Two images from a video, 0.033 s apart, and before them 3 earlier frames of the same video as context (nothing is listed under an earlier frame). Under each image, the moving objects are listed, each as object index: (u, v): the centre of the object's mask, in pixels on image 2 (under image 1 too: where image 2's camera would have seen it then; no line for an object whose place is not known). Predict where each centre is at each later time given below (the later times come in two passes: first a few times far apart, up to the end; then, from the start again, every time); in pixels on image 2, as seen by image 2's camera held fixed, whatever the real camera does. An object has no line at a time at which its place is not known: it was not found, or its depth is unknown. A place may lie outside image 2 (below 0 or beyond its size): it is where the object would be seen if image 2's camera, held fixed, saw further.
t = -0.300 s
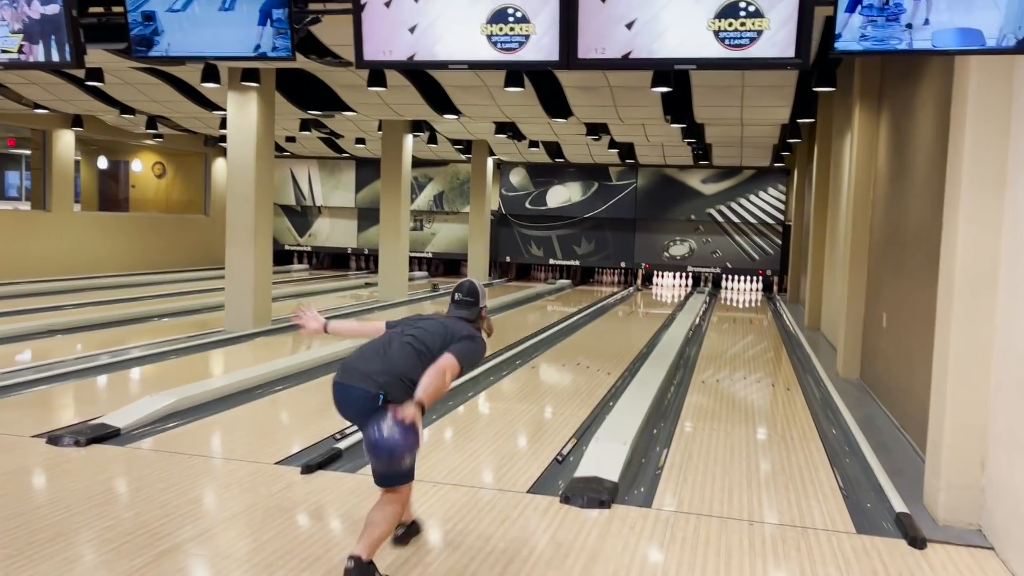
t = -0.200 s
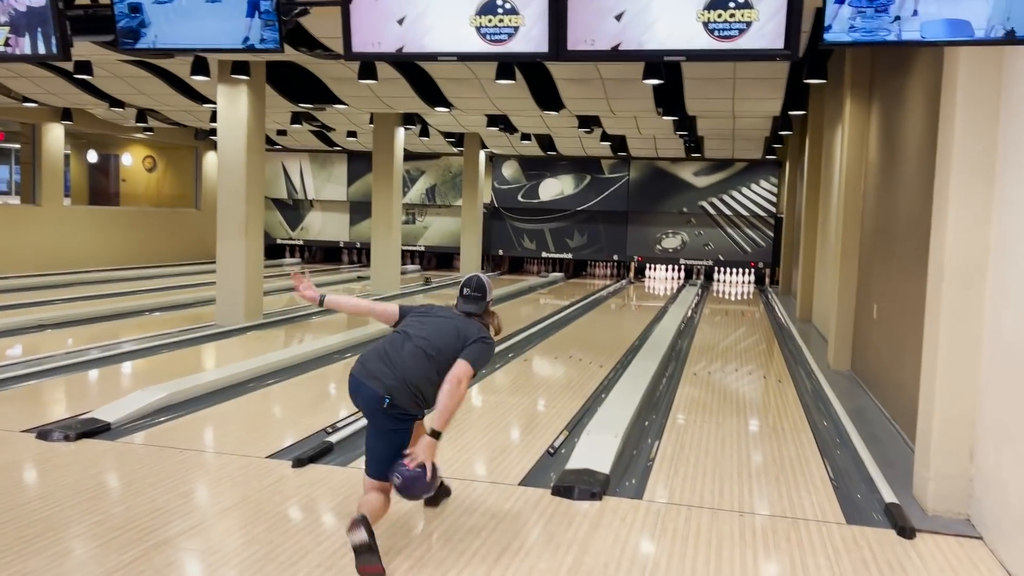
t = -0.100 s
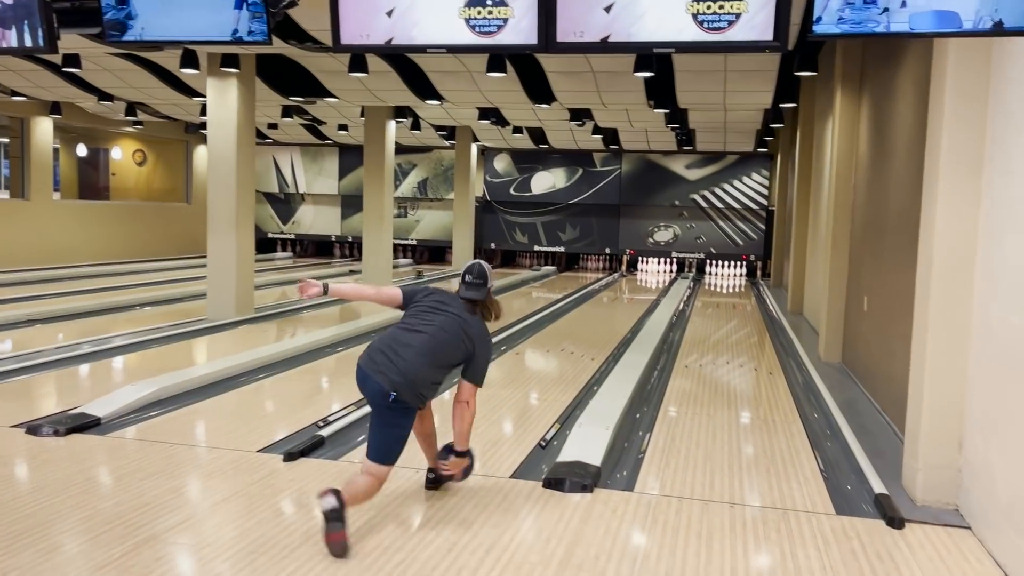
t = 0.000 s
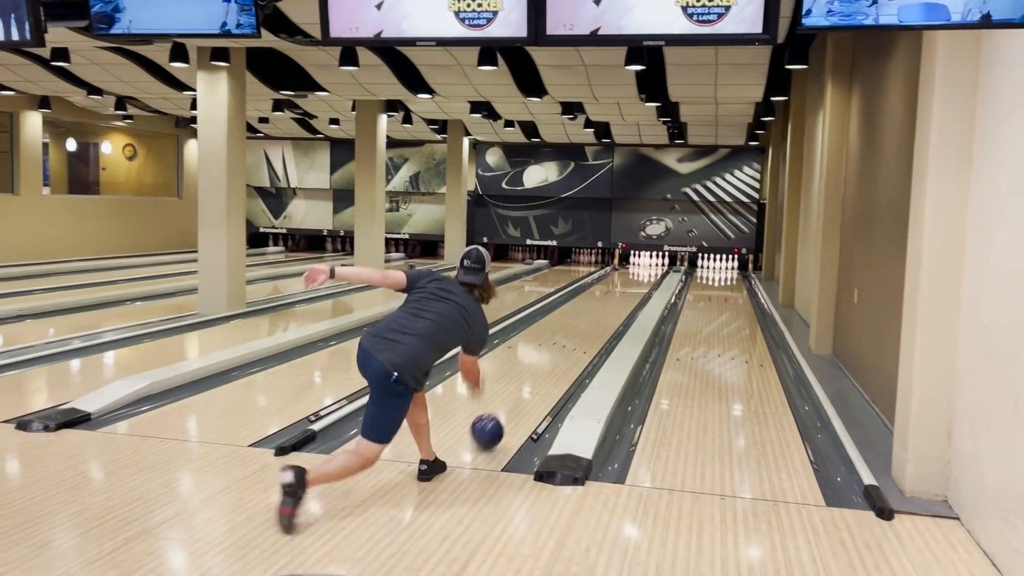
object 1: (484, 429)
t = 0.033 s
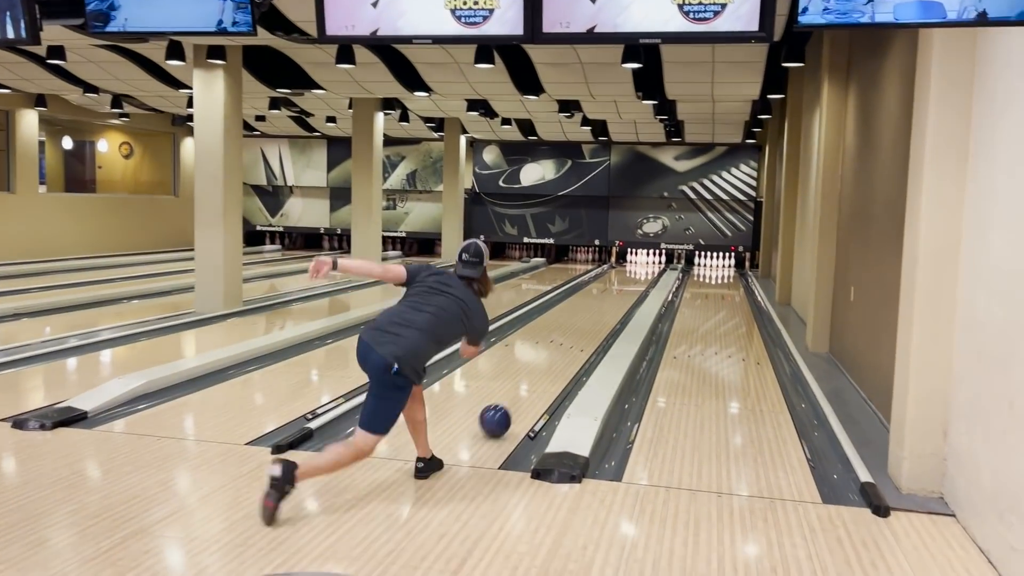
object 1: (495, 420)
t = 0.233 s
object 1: (543, 375)
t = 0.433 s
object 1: (574, 346)
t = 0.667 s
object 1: (599, 323)
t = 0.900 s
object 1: (616, 306)
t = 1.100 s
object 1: (627, 295)
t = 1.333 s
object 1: (637, 285)
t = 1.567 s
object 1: (642, 278)
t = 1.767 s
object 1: (646, 272)
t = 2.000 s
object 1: (647, 267)
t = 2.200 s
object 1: (646, 263)
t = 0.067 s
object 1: (505, 411)
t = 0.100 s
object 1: (514, 403)
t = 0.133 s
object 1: (522, 396)
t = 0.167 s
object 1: (530, 388)
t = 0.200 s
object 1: (537, 381)
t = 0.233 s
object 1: (543, 375)
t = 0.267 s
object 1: (550, 370)
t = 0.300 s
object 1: (555, 364)
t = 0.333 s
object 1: (560, 359)
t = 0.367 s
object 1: (565, 354)
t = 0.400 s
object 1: (570, 350)
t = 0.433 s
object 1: (574, 346)
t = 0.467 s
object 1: (578, 342)
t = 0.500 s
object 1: (582, 339)
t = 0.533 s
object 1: (586, 335)
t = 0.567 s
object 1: (589, 332)
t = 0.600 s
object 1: (593, 329)
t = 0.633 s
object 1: (596, 326)
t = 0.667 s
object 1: (599, 323)
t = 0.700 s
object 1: (602, 320)
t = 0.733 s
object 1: (605, 317)
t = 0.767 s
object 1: (607, 315)
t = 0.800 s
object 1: (610, 313)
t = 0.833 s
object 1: (612, 310)
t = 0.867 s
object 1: (614, 308)
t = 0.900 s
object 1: (616, 306)
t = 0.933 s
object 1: (618, 304)
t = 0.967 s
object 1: (620, 302)
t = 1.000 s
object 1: (622, 300)
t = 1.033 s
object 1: (624, 299)
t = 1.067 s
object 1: (626, 297)
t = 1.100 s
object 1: (627, 295)
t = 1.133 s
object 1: (628, 294)
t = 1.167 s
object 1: (630, 292)
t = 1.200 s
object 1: (632, 291)
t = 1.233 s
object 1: (633, 289)
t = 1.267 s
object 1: (634, 288)
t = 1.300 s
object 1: (635, 287)
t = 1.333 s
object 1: (637, 285)
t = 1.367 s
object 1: (637, 284)
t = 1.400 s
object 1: (638, 283)
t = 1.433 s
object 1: (639, 282)
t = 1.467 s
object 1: (640, 281)
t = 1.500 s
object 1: (641, 280)
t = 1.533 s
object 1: (642, 279)
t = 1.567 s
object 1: (642, 278)
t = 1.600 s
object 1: (643, 277)
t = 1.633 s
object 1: (644, 276)
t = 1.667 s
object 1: (644, 275)
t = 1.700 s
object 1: (645, 274)
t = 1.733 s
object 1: (645, 273)
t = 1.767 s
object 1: (646, 272)
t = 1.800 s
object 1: (646, 271)
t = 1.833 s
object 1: (646, 271)
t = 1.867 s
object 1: (646, 270)
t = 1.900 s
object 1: (647, 269)
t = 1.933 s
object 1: (647, 268)
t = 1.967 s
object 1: (647, 268)
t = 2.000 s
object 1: (647, 267)
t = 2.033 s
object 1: (647, 266)
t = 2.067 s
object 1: (647, 266)
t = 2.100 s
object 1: (647, 265)
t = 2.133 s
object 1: (647, 265)
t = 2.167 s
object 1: (646, 264)
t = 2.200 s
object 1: (646, 263)
